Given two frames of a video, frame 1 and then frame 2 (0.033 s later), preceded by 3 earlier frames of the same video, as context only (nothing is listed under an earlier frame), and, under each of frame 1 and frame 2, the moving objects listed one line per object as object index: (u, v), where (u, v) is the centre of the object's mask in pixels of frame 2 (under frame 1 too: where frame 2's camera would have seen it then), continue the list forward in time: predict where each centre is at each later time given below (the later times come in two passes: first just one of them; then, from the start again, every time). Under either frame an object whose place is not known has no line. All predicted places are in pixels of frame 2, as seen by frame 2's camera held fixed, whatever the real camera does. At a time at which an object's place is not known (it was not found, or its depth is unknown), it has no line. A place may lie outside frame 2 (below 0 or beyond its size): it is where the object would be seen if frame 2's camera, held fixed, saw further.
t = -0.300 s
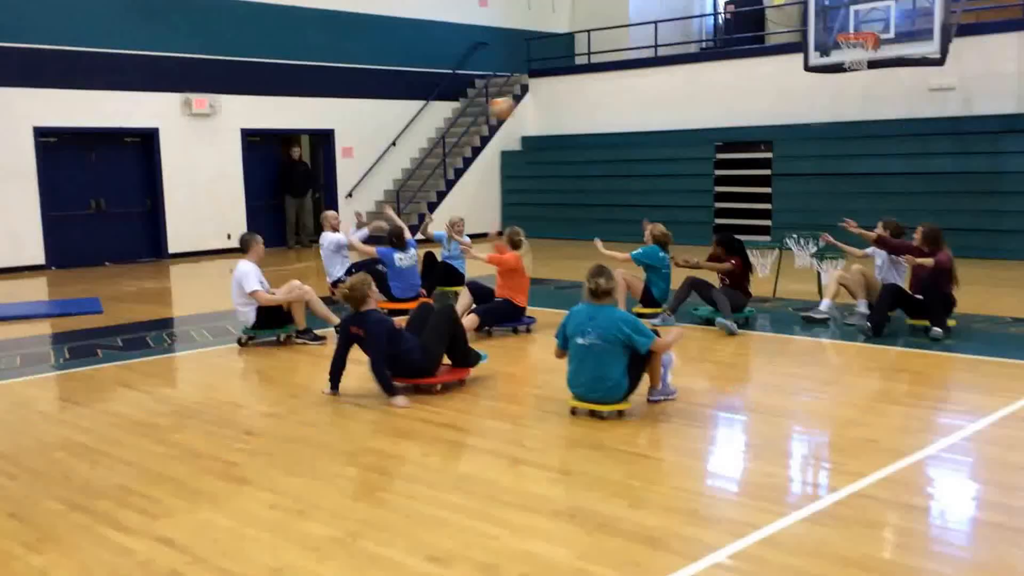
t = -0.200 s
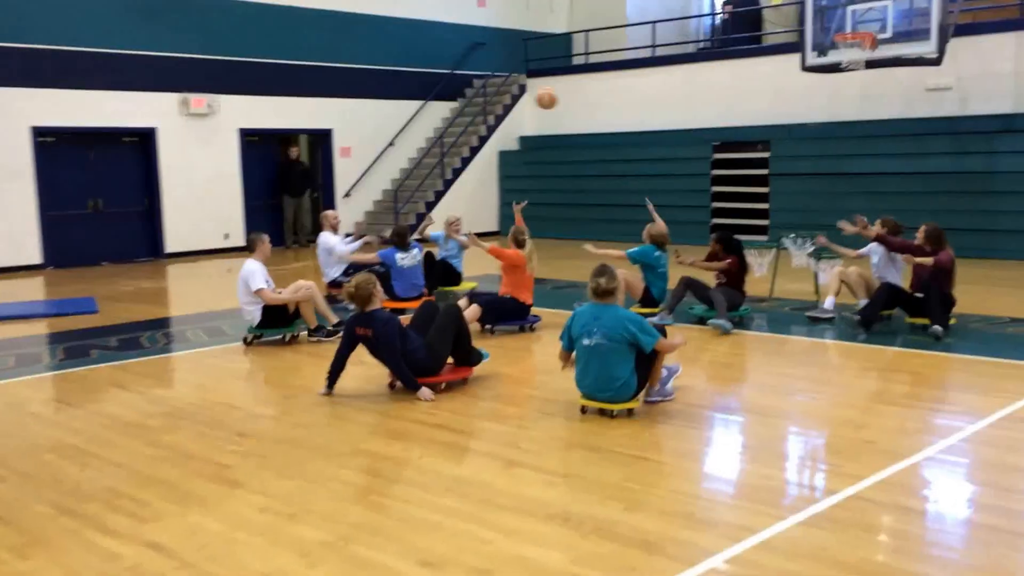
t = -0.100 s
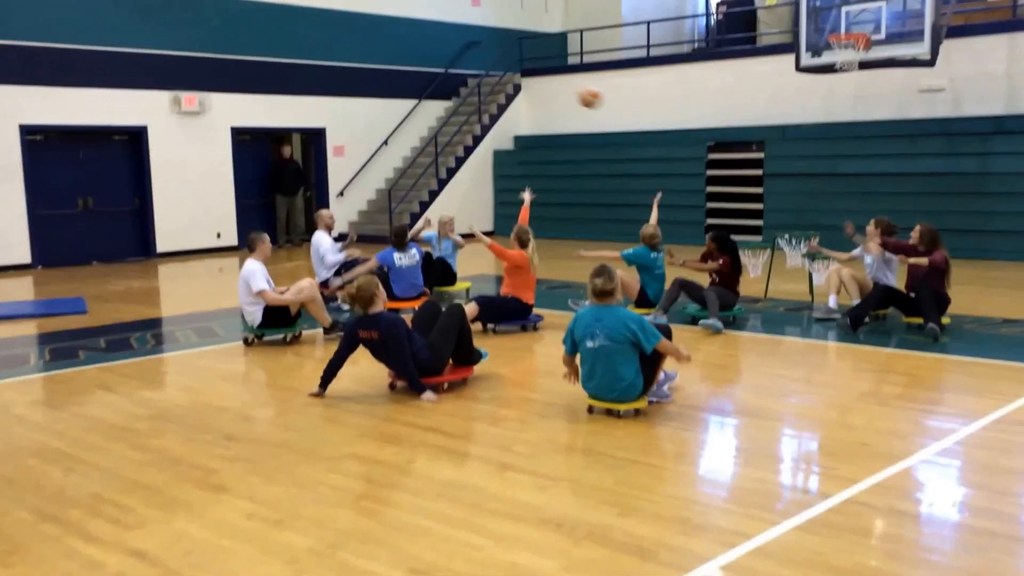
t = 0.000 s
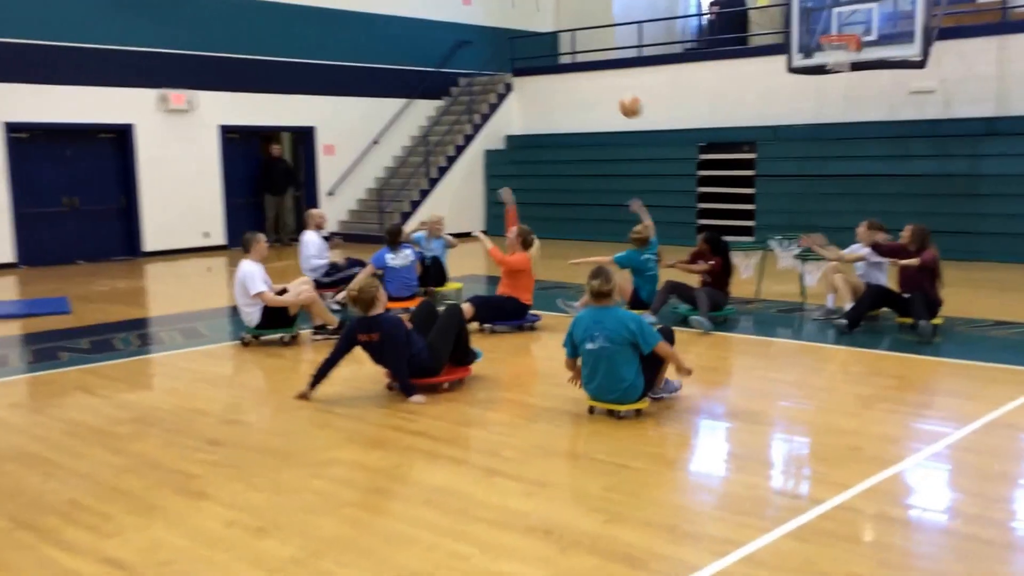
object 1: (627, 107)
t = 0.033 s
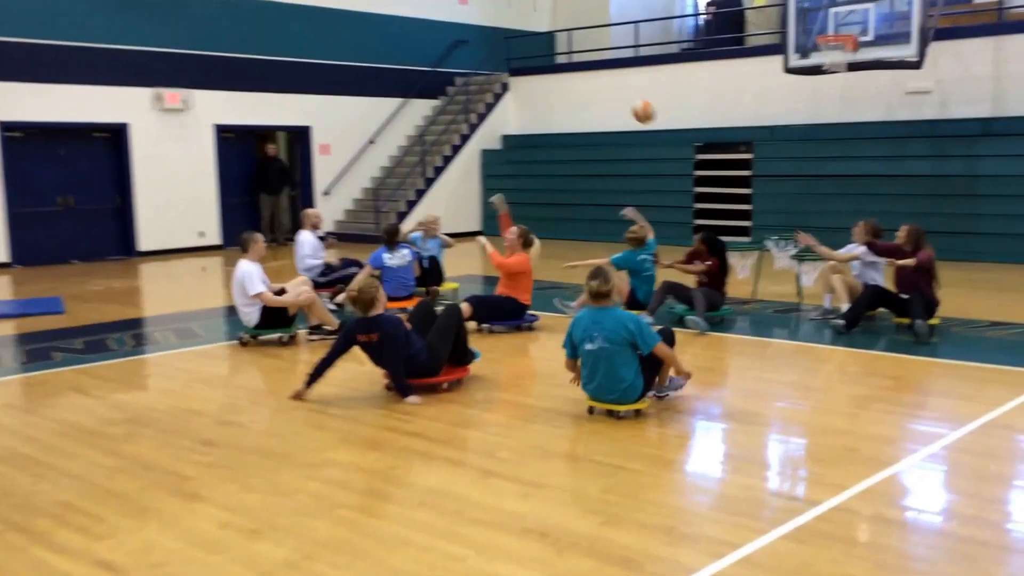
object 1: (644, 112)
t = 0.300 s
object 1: (781, 193)
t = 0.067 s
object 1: (660, 118)
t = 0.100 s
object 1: (677, 126)
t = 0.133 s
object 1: (694, 134)
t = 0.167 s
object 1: (712, 143)
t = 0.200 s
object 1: (729, 154)
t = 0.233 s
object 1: (747, 166)
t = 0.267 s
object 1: (764, 179)
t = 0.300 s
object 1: (781, 193)
